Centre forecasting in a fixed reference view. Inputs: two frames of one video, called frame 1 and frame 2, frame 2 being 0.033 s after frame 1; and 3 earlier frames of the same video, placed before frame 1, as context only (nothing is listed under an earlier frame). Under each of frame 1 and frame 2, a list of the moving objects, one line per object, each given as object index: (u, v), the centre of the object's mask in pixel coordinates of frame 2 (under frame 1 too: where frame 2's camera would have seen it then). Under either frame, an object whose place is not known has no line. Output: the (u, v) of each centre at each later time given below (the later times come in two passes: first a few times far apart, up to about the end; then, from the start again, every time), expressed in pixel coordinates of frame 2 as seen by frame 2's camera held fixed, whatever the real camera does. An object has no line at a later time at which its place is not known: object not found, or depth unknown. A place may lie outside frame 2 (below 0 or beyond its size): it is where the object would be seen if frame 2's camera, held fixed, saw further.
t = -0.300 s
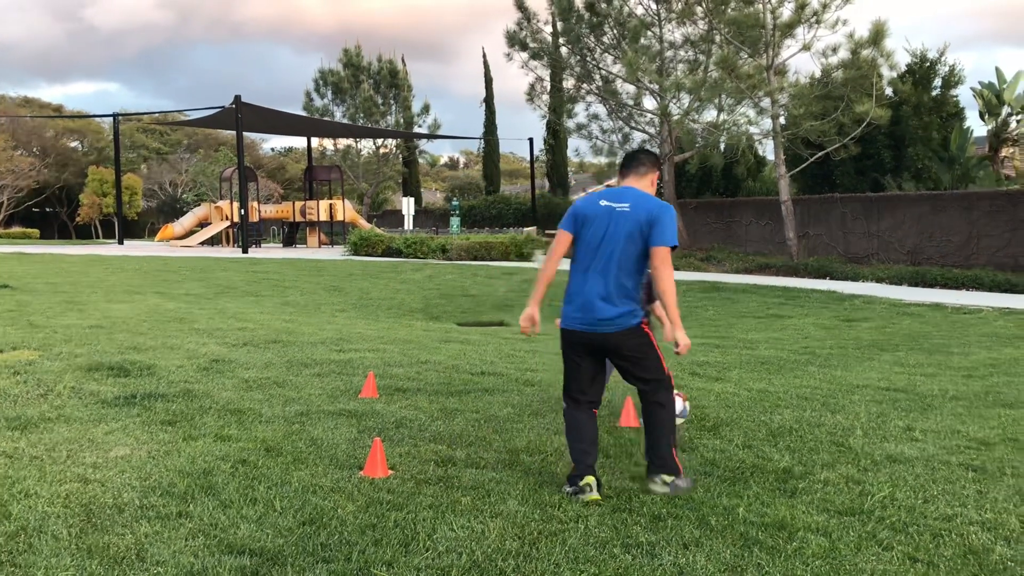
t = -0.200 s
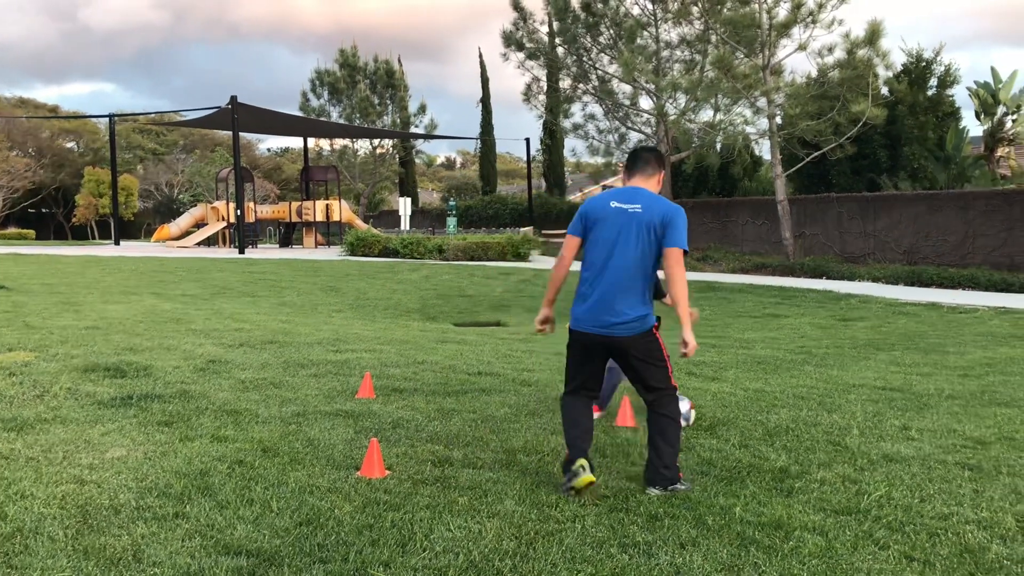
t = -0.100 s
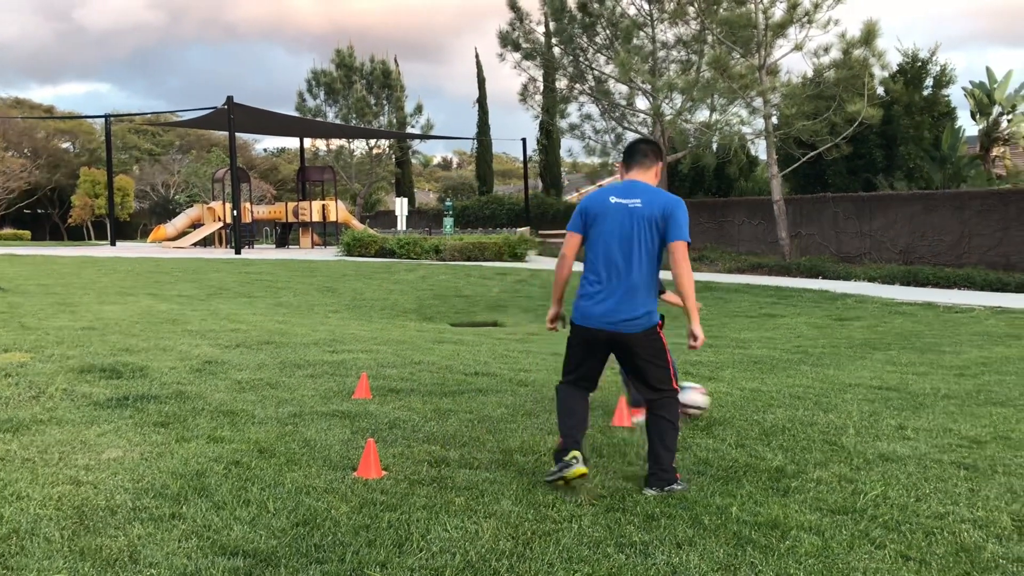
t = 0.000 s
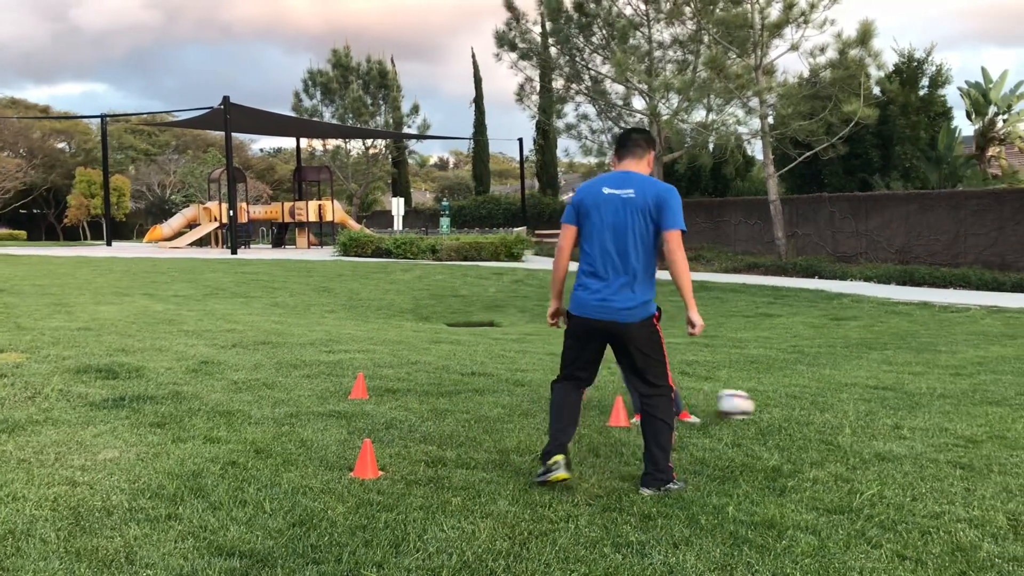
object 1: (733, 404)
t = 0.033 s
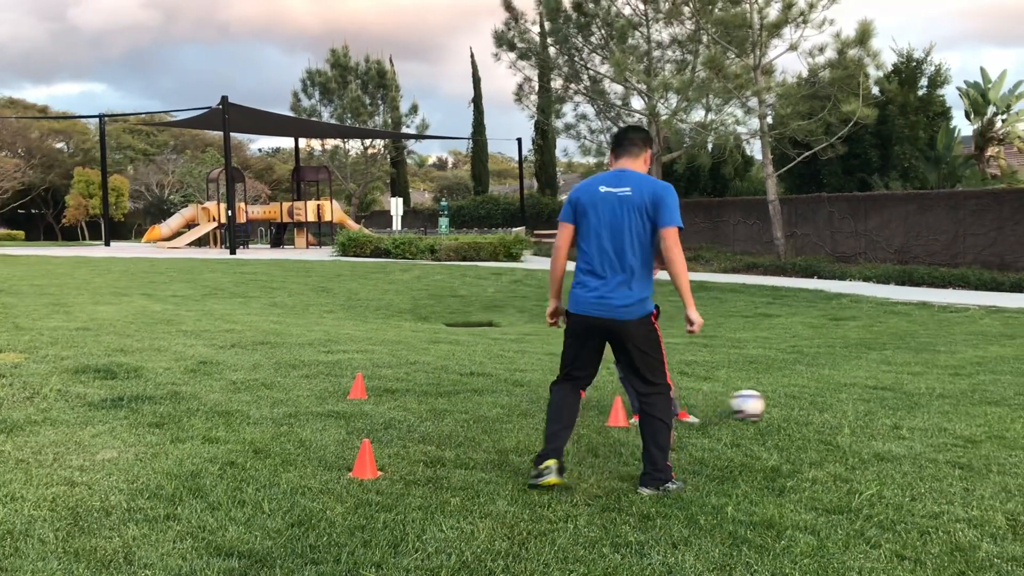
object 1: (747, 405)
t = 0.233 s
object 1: (812, 409)
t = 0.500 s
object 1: (884, 414)
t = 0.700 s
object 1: (934, 418)
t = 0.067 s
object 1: (759, 405)
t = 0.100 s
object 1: (771, 406)
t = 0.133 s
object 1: (782, 407)
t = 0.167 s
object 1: (793, 409)
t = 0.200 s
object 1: (803, 409)
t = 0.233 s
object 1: (812, 409)
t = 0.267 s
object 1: (822, 408)
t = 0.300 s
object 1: (830, 409)
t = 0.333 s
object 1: (840, 410)
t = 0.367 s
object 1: (849, 412)
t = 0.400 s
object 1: (858, 412)
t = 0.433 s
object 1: (866, 413)
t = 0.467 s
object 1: (875, 414)
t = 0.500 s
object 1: (884, 414)
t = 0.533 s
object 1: (893, 416)
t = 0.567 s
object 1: (902, 417)
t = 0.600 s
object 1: (910, 418)
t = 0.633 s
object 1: (920, 418)
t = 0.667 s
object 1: (927, 418)
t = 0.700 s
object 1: (934, 418)
